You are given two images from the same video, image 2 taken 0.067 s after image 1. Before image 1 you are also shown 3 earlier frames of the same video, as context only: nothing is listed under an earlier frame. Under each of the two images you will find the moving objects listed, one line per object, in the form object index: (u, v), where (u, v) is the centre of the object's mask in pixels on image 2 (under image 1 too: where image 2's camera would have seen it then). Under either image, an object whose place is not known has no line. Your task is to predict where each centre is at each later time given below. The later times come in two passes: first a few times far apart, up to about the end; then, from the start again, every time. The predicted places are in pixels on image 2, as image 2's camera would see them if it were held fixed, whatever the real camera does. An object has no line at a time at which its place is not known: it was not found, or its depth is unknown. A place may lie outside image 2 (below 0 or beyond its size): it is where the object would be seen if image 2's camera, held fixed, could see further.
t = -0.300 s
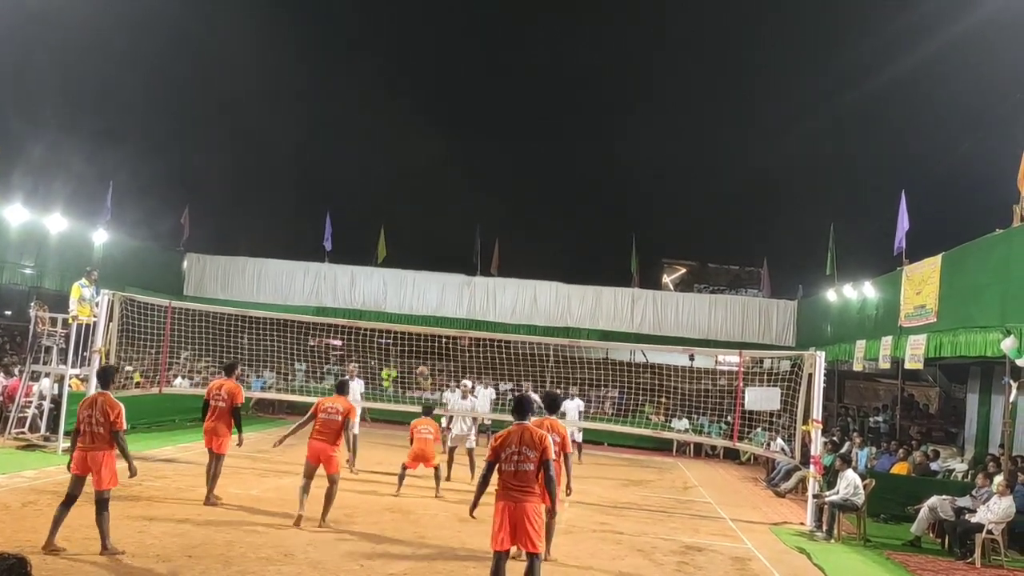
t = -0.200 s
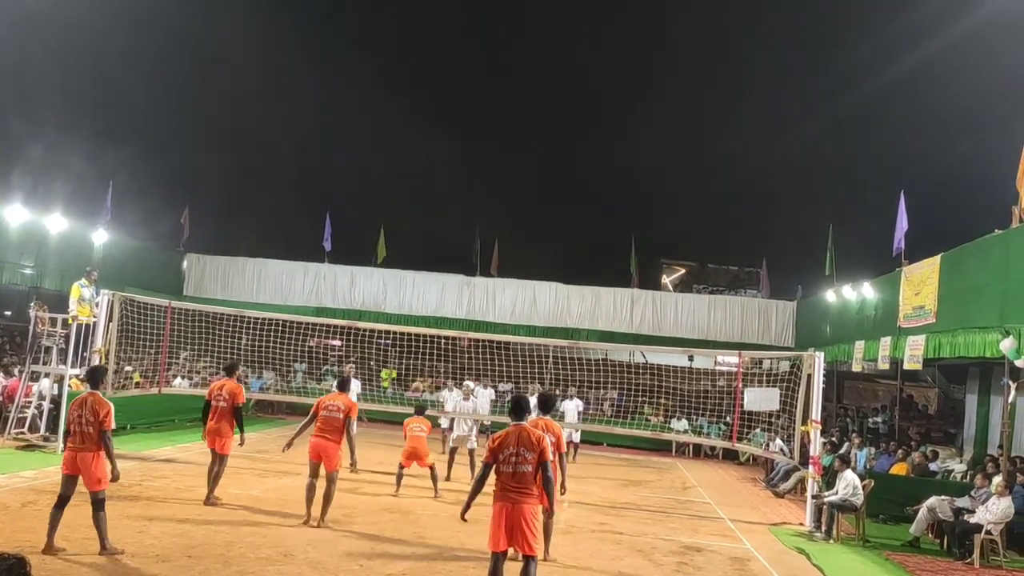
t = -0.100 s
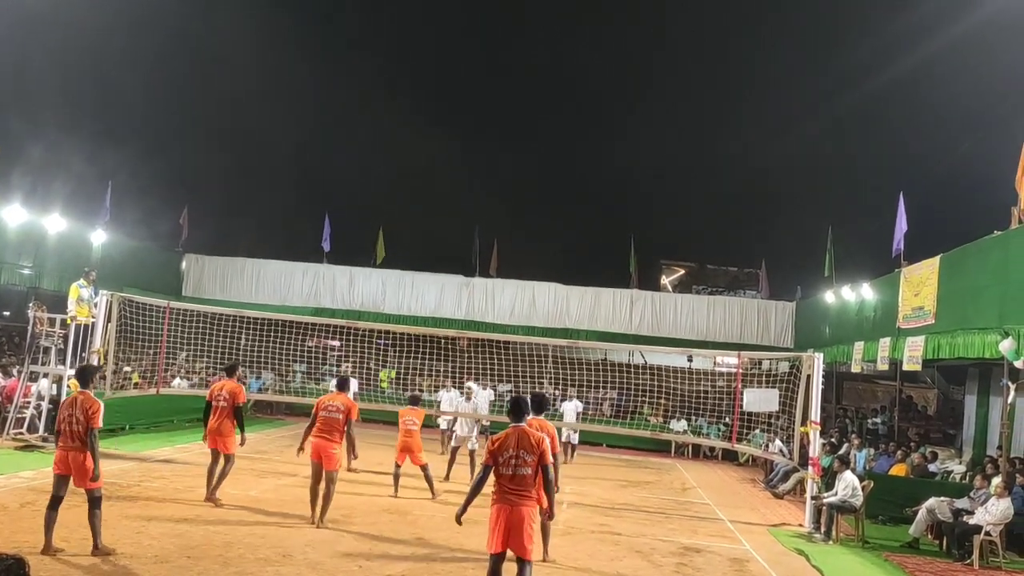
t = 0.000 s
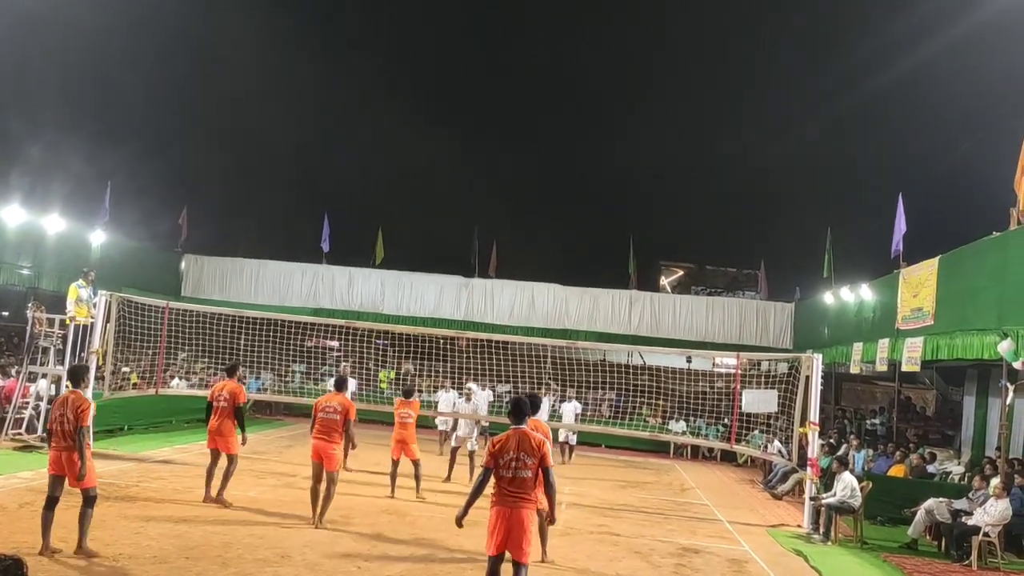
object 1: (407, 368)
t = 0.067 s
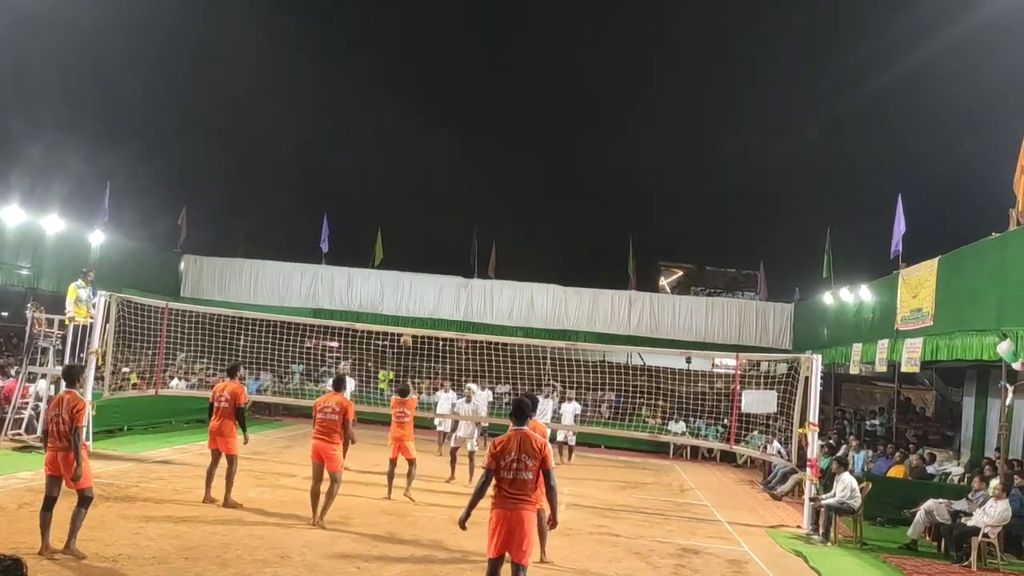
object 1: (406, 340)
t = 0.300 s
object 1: (397, 260)
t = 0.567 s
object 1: (383, 209)
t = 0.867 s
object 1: (359, 211)
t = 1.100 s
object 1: (336, 259)
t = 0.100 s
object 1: (405, 326)
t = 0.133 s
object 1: (405, 314)
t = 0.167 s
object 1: (403, 302)
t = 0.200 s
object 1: (402, 291)
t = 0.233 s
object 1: (400, 280)
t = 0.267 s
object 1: (399, 269)
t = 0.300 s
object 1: (397, 260)
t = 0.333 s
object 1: (396, 251)
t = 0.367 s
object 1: (394, 243)
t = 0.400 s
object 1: (393, 236)
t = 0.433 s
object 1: (391, 229)
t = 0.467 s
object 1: (389, 223)
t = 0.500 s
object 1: (387, 218)
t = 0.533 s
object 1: (385, 213)
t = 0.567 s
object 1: (383, 209)
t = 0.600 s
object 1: (381, 207)
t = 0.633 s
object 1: (378, 205)
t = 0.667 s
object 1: (376, 202)
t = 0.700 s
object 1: (374, 202)
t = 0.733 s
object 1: (371, 202)
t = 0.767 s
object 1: (368, 203)
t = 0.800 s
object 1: (365, 204)
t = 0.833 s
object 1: (363, 207)
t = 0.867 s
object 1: (359, 211)
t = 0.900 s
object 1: (356, 215)
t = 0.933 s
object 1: (353, 220)
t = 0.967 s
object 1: (350, 226)
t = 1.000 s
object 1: (346, 233)
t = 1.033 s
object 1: (343, 241)
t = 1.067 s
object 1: (340, 249)
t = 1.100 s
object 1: (336, 259)
